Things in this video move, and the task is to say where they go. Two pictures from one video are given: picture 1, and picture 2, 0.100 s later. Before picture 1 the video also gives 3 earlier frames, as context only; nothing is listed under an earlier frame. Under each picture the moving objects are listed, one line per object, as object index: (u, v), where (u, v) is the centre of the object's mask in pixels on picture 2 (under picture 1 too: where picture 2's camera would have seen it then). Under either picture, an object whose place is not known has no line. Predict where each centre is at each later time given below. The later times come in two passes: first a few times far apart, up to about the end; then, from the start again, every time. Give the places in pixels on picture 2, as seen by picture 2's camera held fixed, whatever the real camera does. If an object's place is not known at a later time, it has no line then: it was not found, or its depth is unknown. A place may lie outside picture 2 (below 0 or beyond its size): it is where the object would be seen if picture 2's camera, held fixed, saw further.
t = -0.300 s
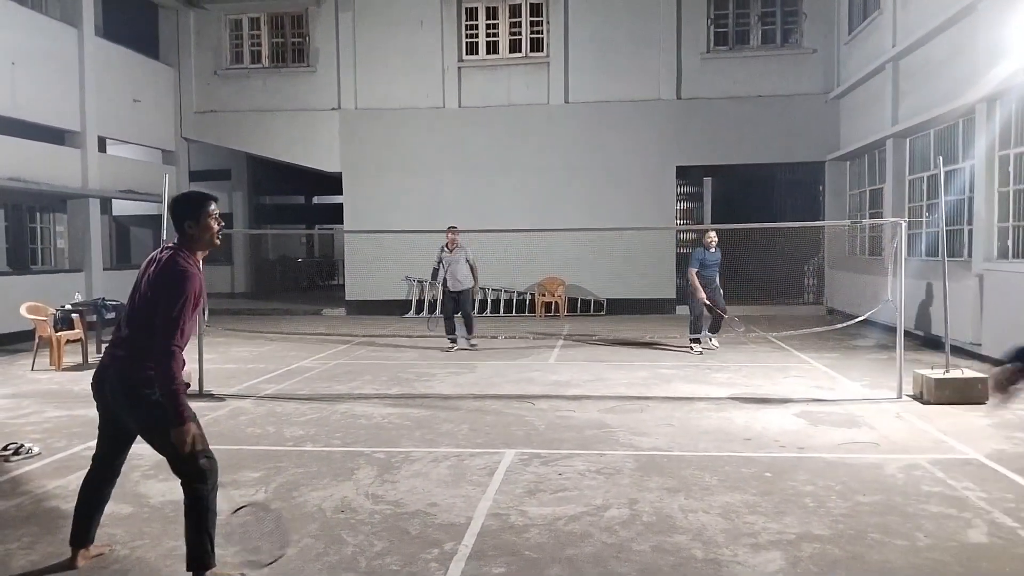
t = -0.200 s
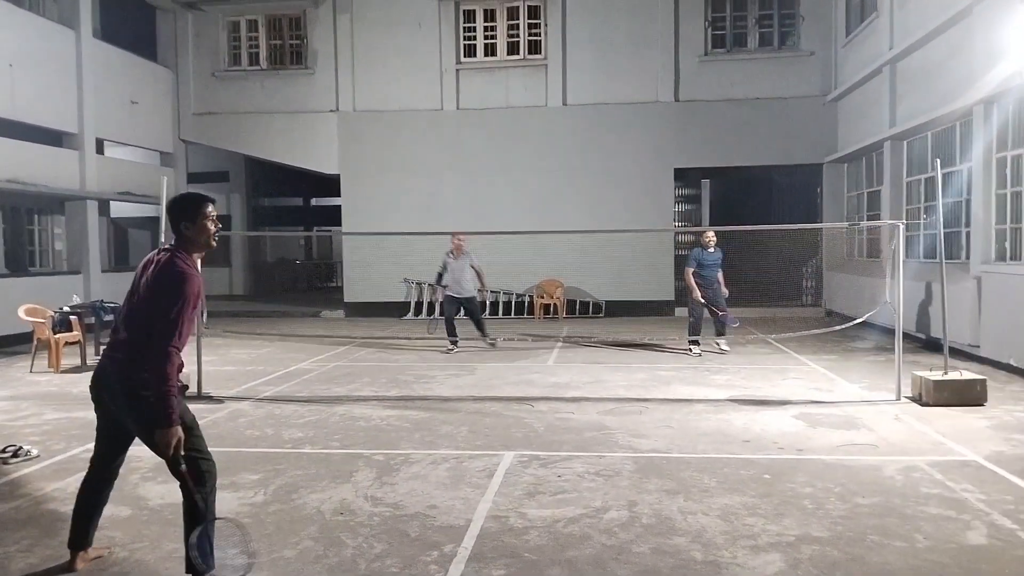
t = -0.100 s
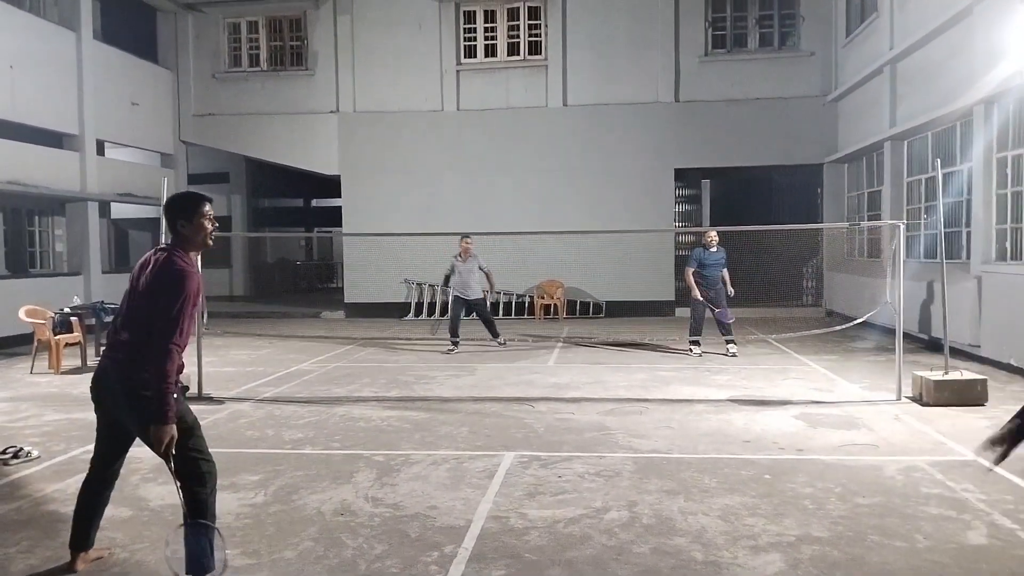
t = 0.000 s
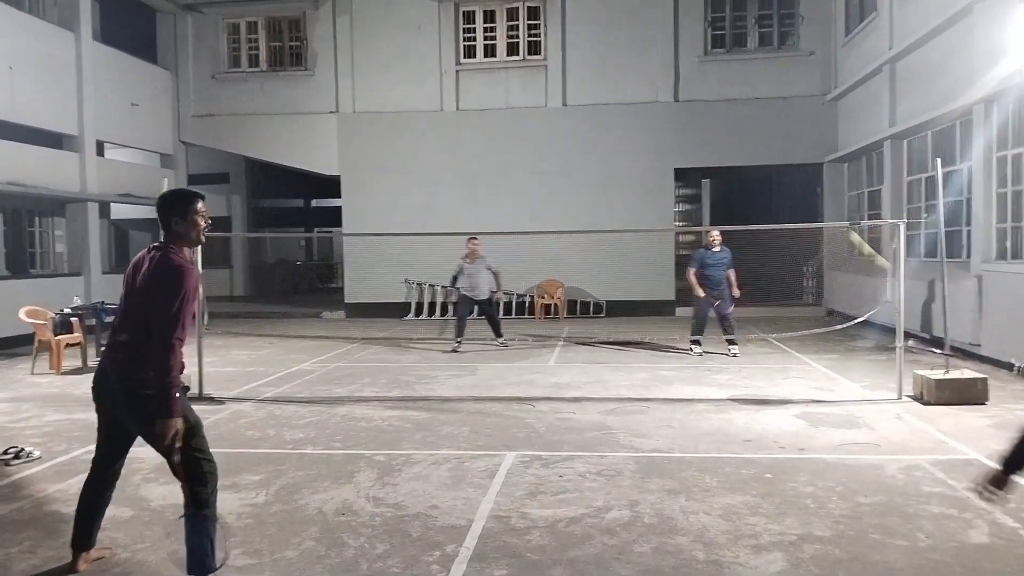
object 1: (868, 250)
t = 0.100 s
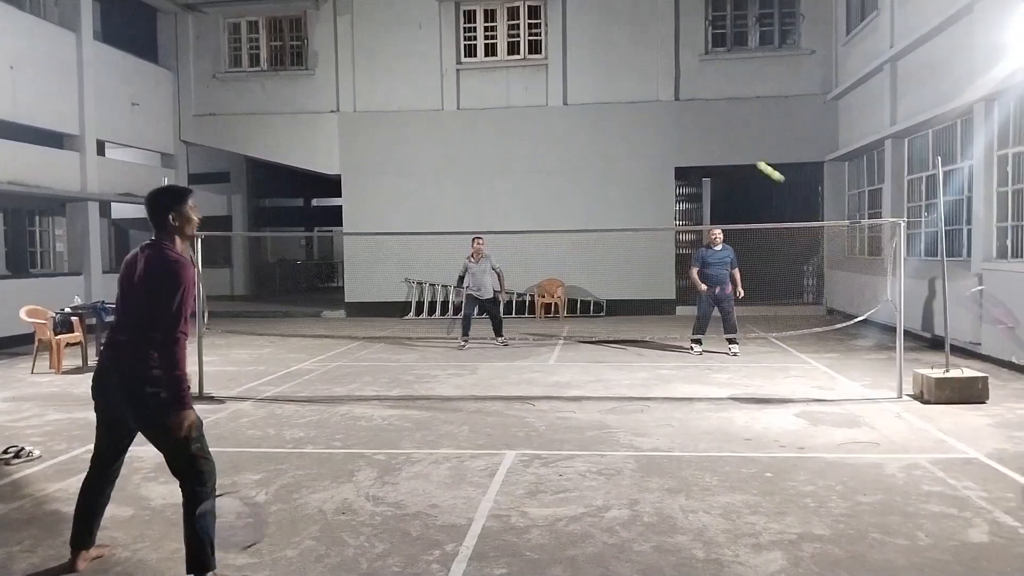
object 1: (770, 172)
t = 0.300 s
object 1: (675, 124)
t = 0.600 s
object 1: (612, 144)
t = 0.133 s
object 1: (748, 158)
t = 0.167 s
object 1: (729, 147)
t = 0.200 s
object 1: (712, 138)
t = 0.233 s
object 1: (699, 132)
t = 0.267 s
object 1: (686, 127)
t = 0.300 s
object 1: (675, 124)
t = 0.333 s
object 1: (665, 123)
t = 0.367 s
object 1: (656, 123)
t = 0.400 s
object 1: (649, 124)
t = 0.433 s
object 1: (641, 125)
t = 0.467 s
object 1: (634, 127)
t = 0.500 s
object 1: (628, 131)
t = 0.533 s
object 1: (622, 135)
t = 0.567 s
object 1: (617, 139)
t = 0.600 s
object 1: (612, 144)
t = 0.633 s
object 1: (608, 150)
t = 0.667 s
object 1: (604, 156)
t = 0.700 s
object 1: (600, 163)
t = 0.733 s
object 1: (597, 170)
